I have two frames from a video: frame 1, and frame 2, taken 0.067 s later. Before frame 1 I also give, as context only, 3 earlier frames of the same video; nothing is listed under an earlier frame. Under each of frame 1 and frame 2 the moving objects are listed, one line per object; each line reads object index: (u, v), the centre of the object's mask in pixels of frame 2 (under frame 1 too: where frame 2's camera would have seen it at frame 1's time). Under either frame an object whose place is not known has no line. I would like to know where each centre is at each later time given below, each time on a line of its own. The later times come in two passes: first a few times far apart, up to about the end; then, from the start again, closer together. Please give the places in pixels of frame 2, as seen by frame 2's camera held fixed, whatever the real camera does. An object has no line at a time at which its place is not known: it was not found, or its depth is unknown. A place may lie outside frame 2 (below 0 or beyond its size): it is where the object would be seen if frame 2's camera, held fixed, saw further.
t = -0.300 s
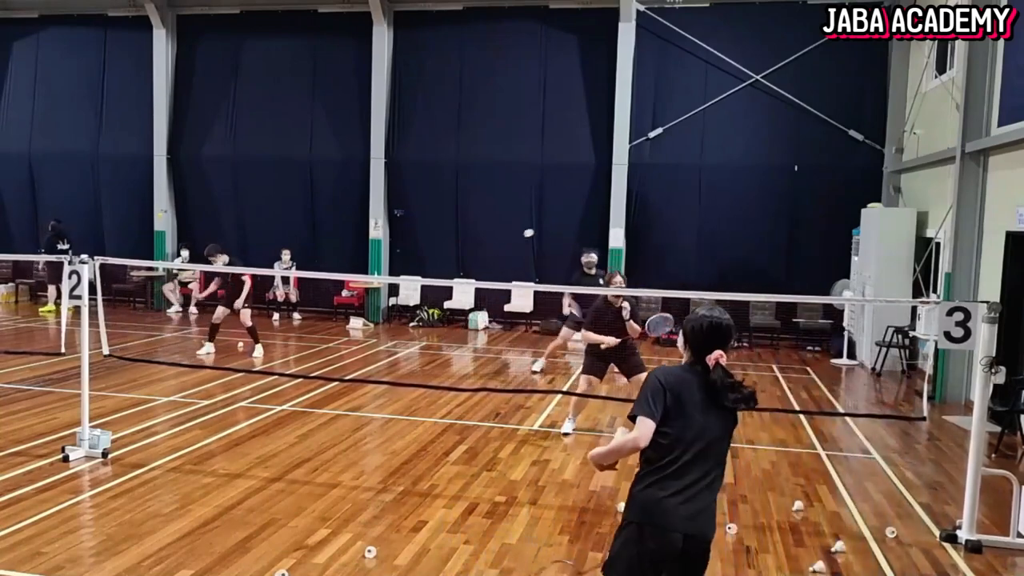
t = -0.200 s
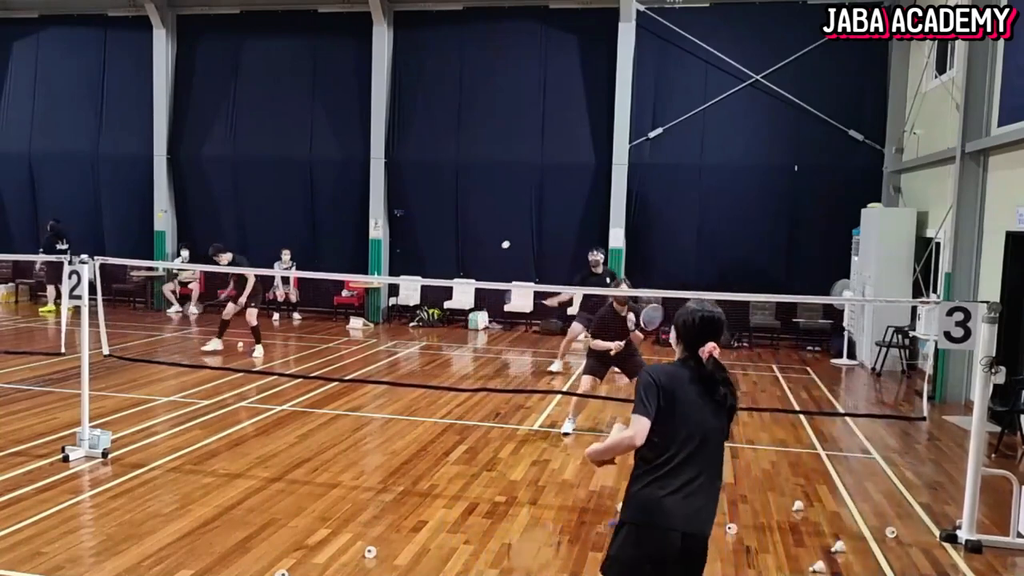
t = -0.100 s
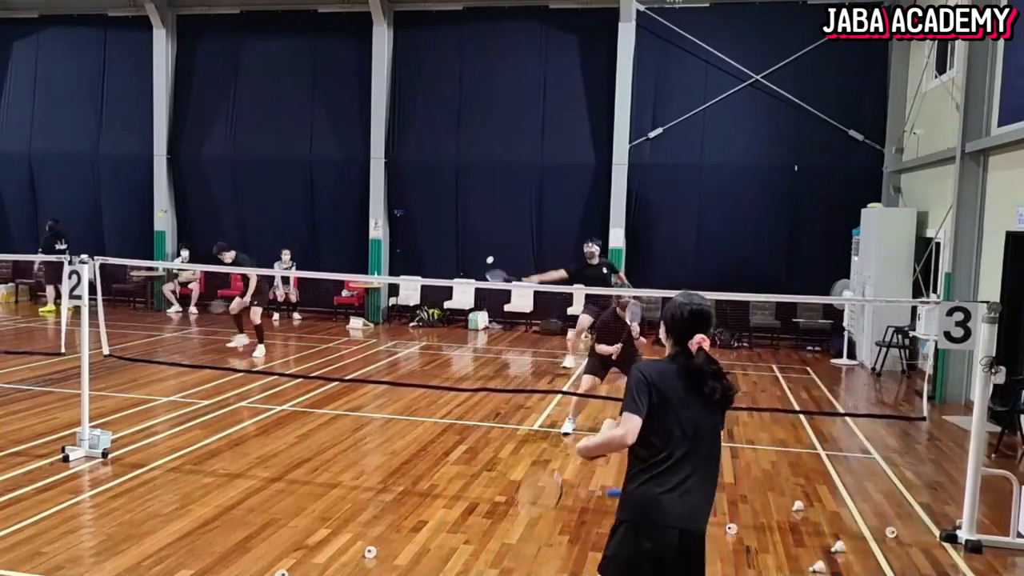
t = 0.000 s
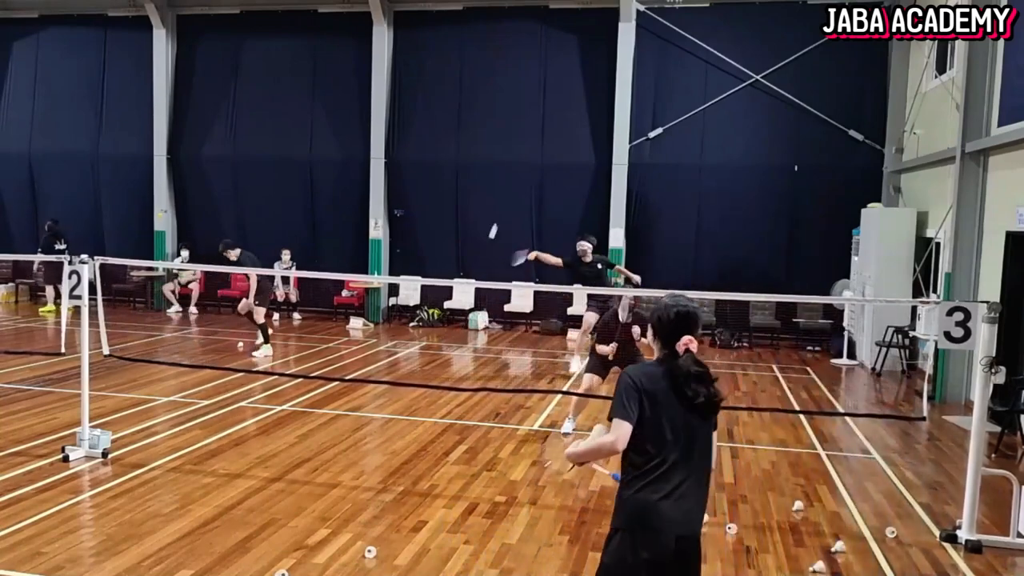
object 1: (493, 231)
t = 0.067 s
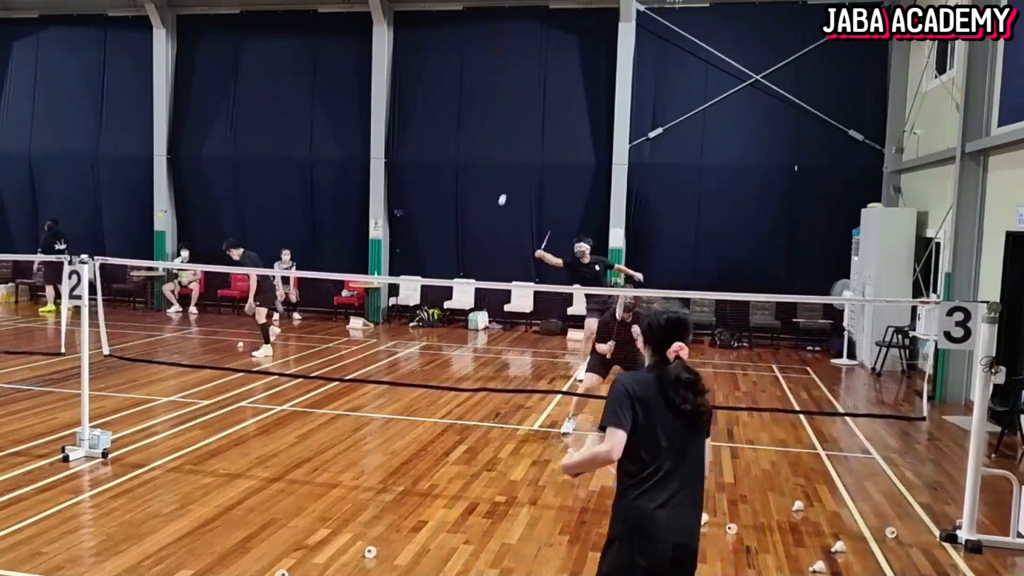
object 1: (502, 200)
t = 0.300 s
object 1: (535, 134)
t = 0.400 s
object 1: (549, 125)
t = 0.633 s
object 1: (578, 157)
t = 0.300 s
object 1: (535, 134)
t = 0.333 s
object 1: (539, 130)
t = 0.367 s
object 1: (544, 127)
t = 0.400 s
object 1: (549, 125)
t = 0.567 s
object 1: (570, 139)
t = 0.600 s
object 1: (574, 147)
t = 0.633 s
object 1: (578, 157)
